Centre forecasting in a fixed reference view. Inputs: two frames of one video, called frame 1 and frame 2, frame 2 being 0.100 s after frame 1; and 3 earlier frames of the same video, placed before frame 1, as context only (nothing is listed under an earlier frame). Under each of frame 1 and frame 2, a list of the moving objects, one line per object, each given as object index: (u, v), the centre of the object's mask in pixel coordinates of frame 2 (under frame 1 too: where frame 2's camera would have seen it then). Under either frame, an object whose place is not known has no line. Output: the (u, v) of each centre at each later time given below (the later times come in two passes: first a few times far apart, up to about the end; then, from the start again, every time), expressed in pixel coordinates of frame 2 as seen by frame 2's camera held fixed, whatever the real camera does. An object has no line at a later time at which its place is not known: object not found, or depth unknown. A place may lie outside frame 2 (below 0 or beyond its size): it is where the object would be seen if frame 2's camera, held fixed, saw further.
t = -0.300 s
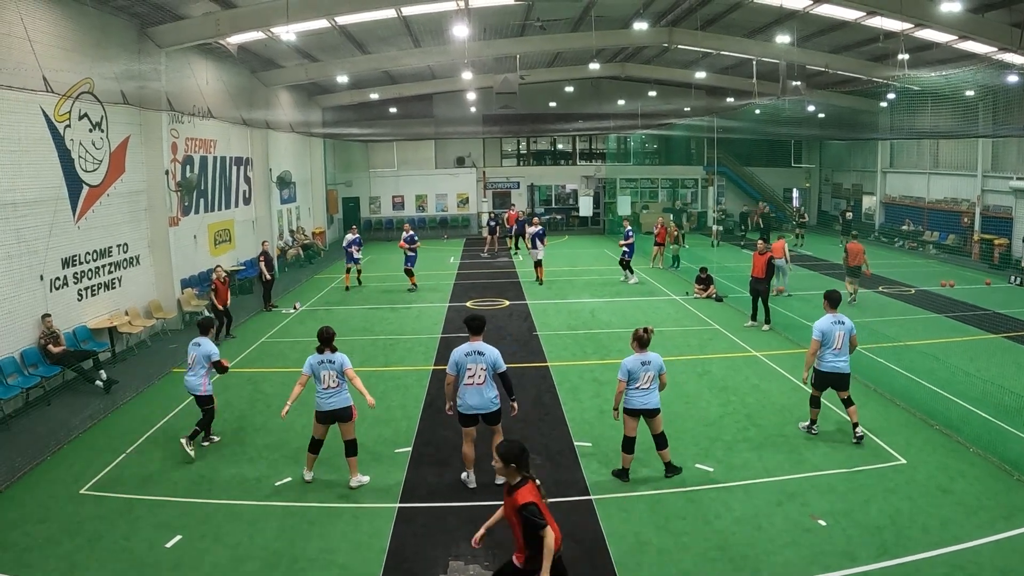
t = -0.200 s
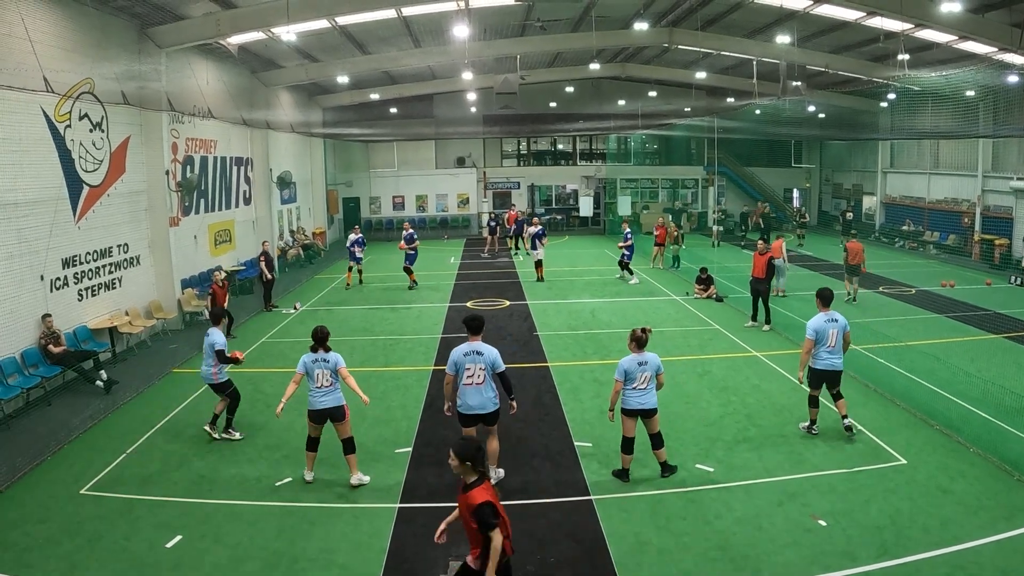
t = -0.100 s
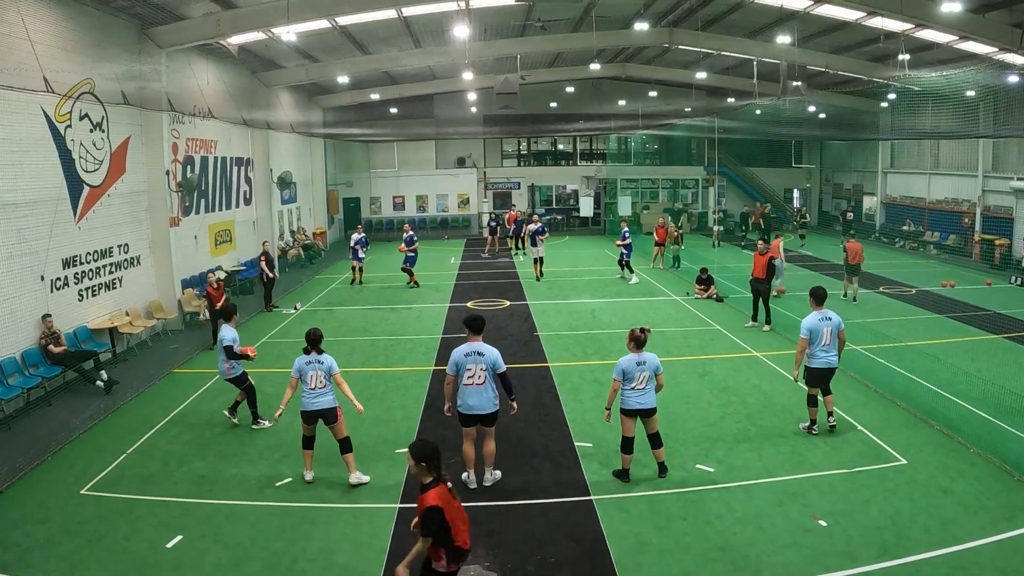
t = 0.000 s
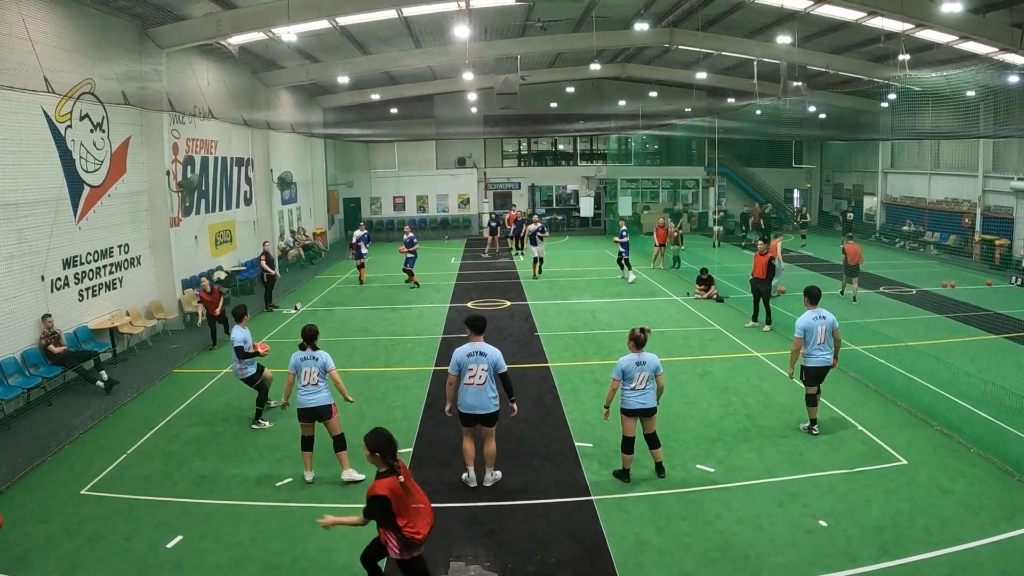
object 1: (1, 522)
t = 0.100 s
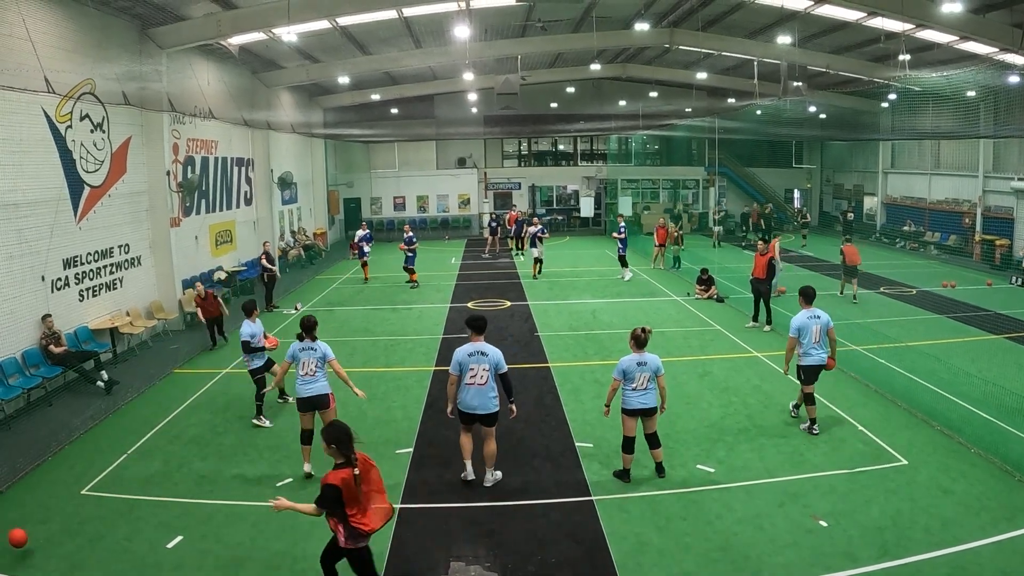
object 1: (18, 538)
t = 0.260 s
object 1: (41, 508)
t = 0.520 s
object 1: (77, 471)
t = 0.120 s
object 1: (23, 542)
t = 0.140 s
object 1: (28, 547)
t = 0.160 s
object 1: (31, 542)
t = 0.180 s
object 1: (33, 533)
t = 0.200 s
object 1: (34, 526)
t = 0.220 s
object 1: (36, 520)
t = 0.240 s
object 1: (39, 514)
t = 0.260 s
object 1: (41, 508)
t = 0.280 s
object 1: (44, 502)
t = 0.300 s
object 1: (46, 498)
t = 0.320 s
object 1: (49, 493)
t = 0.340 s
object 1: (51, 489)
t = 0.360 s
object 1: (54, 486)
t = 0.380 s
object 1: (57, 482)
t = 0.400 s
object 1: (59, 480)
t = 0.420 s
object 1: (62, 477)
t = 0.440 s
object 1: (65, 475)
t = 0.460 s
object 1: (68, 474)
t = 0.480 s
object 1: (71, 472)
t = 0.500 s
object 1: (74, 471)
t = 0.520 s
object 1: (77, 471)
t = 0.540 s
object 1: (80, 471)
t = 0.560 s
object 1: (84, 471)
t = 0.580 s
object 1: (87, 471)
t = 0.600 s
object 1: (90, 472)
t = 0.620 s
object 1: (93, 473)
